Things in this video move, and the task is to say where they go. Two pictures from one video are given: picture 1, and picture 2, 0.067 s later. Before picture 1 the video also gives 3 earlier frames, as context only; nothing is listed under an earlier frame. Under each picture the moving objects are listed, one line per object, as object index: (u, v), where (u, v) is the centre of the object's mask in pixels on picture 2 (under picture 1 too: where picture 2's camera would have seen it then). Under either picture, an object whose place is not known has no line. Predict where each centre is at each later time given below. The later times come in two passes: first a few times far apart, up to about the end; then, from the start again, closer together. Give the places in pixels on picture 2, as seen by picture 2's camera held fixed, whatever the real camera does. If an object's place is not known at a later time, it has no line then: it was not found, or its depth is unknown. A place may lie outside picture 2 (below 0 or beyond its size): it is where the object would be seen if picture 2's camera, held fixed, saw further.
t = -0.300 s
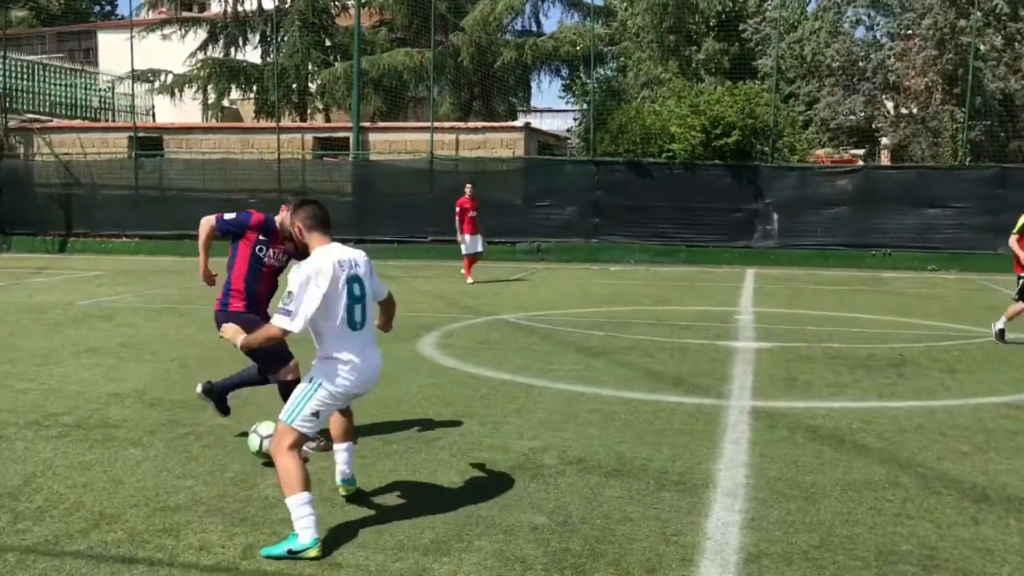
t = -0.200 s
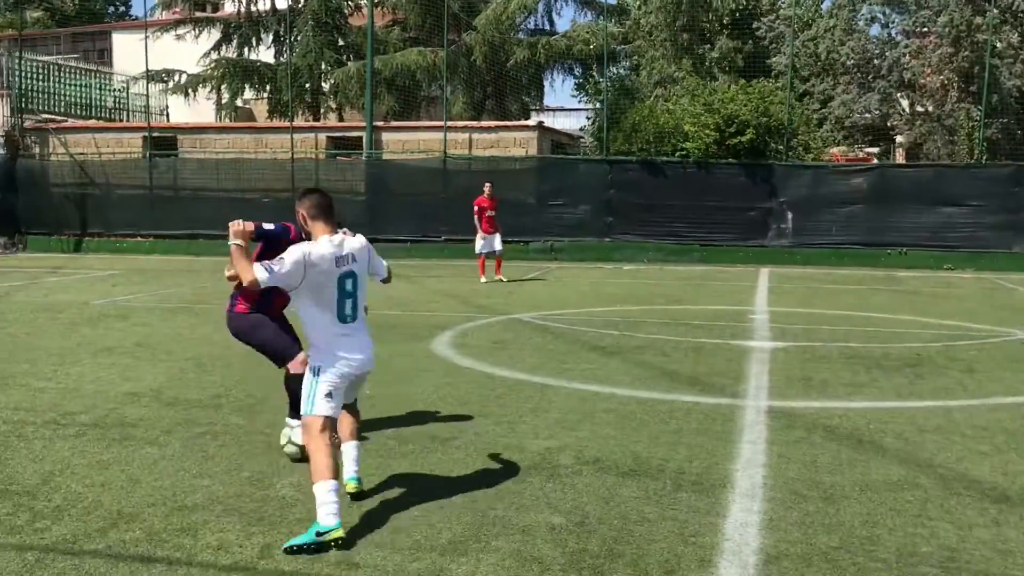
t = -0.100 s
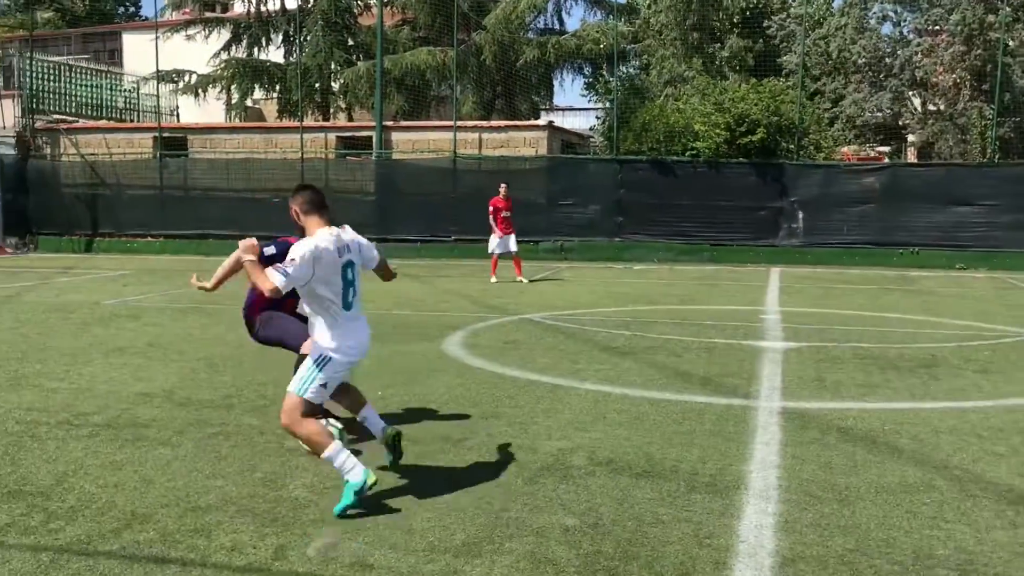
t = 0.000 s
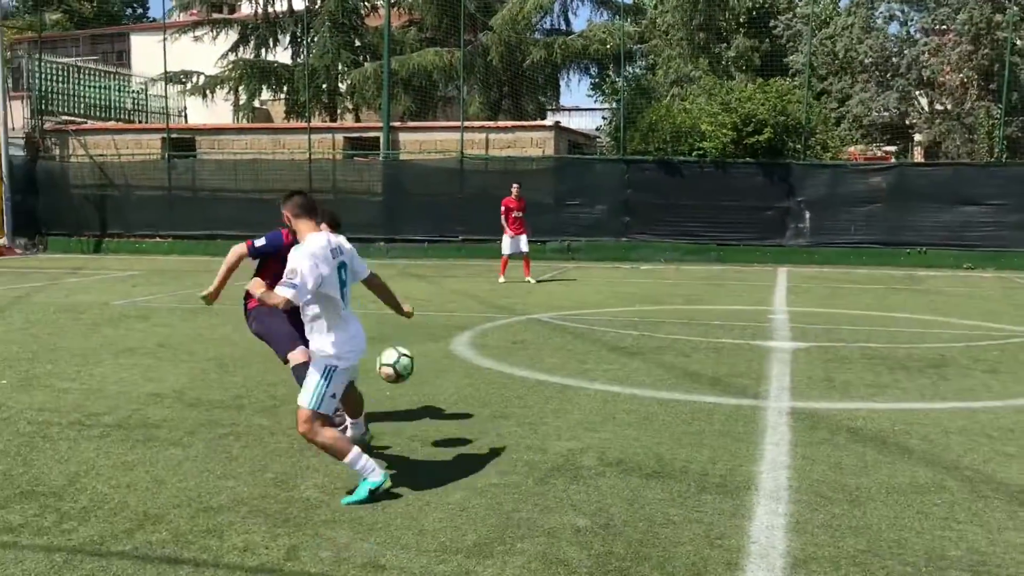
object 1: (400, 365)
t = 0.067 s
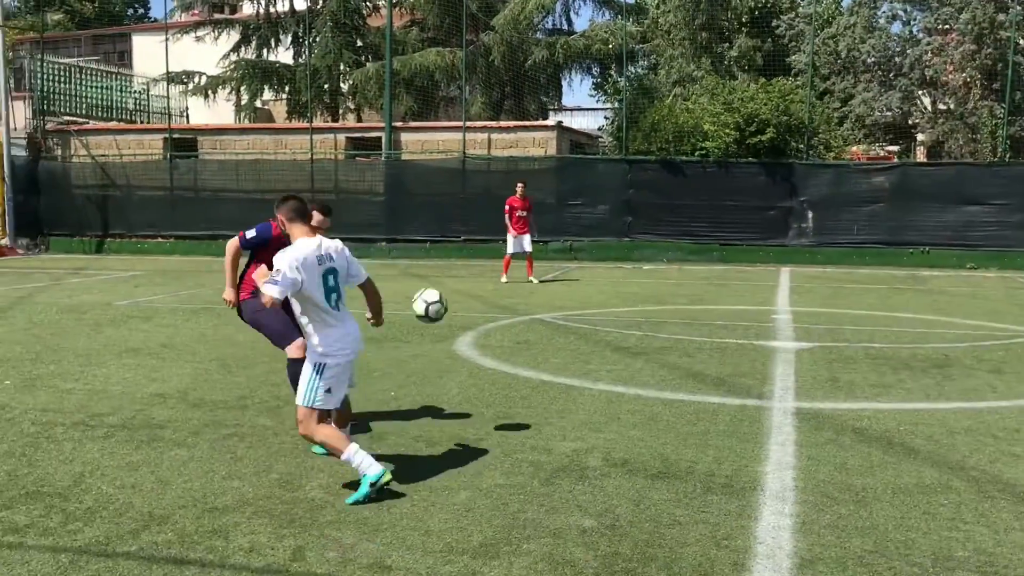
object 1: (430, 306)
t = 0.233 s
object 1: (498, 204)
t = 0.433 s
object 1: (564, 152)
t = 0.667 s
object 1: (622, 163)
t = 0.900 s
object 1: (668, 231)
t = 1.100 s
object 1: (698, 321)
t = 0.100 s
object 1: (444, 280)
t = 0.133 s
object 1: (458, 257)
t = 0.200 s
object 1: (487, 219)
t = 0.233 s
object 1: (498, 204)
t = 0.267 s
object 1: (510, 190)
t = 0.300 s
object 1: (522, 178)
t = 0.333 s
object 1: (533, 168)
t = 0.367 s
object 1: (544, 162)
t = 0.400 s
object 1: (554, 156)
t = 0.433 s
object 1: (564, 152)
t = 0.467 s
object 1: (573, 149)
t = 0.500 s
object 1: (583, 148)
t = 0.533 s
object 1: (591, 147)
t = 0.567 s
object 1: (599, 149)
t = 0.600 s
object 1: (607, 153)
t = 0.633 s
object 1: (615, 158)
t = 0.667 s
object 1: (622, 163)
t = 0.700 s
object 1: (629, 170)
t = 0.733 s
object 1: (637, 178)
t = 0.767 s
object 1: (643, 187)
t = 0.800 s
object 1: (650, 197)
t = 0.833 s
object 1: (656, 208)
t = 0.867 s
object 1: (662, 219)
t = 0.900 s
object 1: (668, 231)
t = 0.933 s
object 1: (674, 244)
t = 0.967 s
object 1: (678, 259)
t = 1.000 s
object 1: (684, 273)
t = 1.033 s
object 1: (689, 289)
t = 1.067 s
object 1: (694, 305)
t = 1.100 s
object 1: (698, 321)
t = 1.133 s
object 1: (703, 336)
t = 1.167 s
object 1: (710, 320)
